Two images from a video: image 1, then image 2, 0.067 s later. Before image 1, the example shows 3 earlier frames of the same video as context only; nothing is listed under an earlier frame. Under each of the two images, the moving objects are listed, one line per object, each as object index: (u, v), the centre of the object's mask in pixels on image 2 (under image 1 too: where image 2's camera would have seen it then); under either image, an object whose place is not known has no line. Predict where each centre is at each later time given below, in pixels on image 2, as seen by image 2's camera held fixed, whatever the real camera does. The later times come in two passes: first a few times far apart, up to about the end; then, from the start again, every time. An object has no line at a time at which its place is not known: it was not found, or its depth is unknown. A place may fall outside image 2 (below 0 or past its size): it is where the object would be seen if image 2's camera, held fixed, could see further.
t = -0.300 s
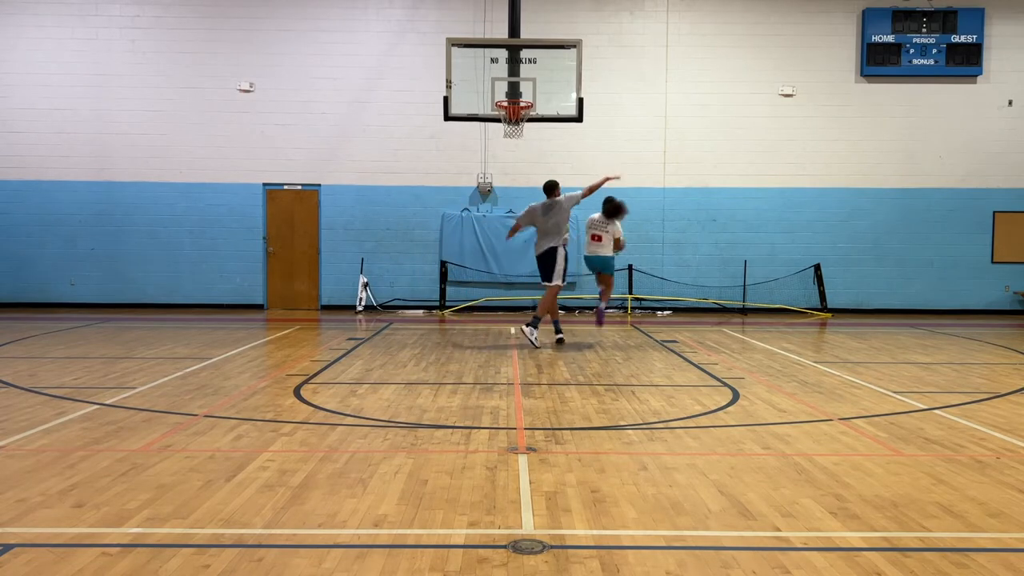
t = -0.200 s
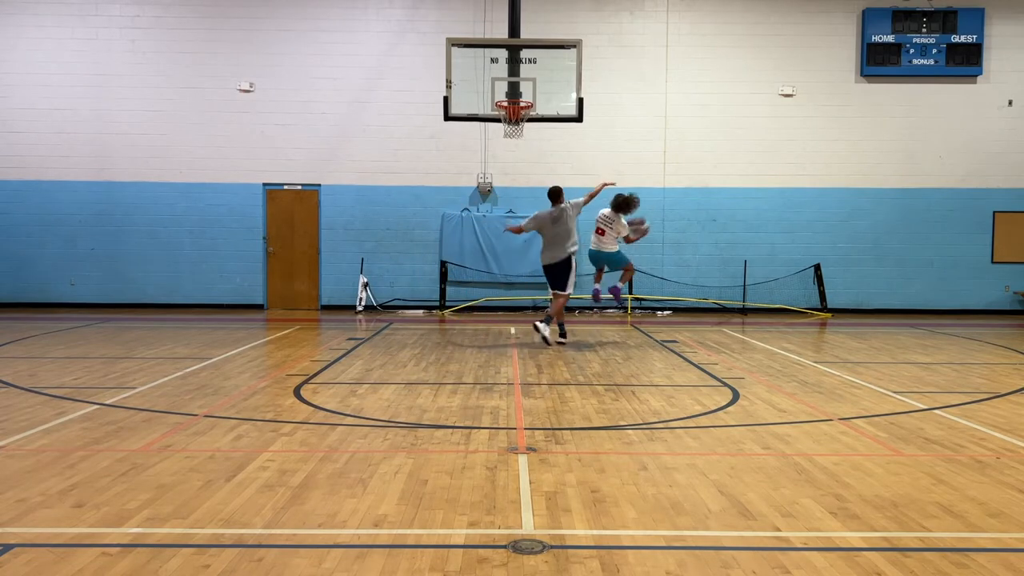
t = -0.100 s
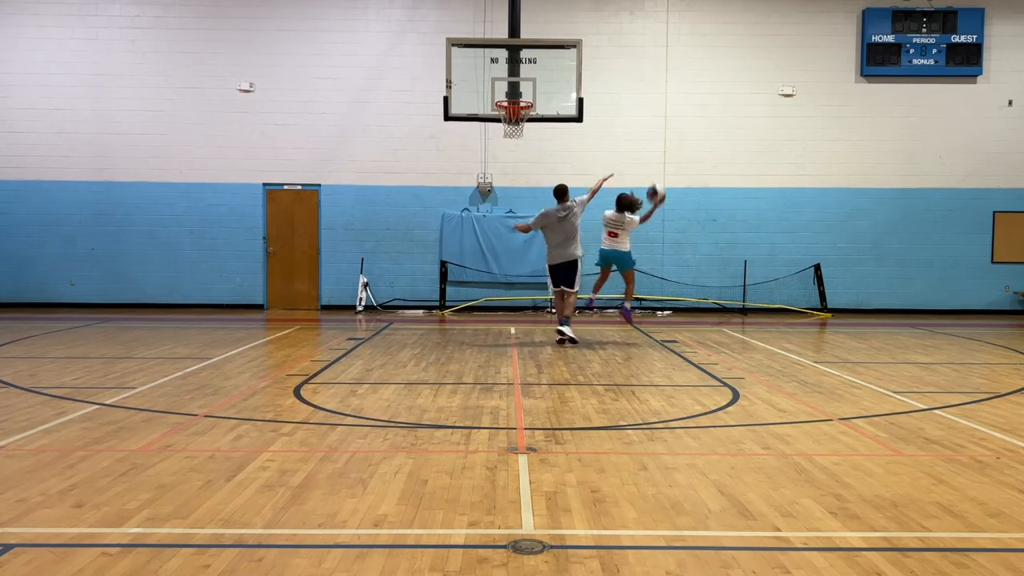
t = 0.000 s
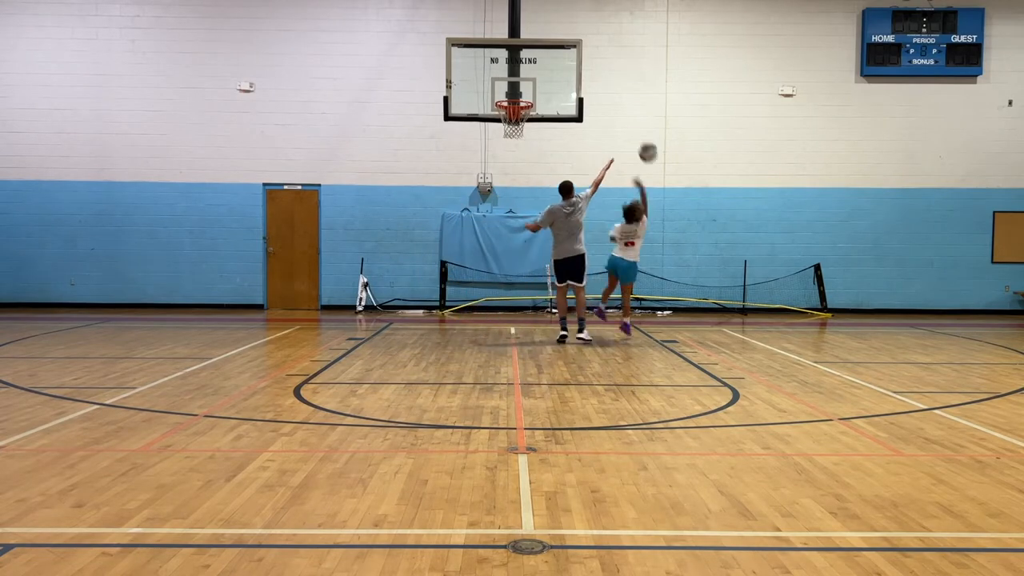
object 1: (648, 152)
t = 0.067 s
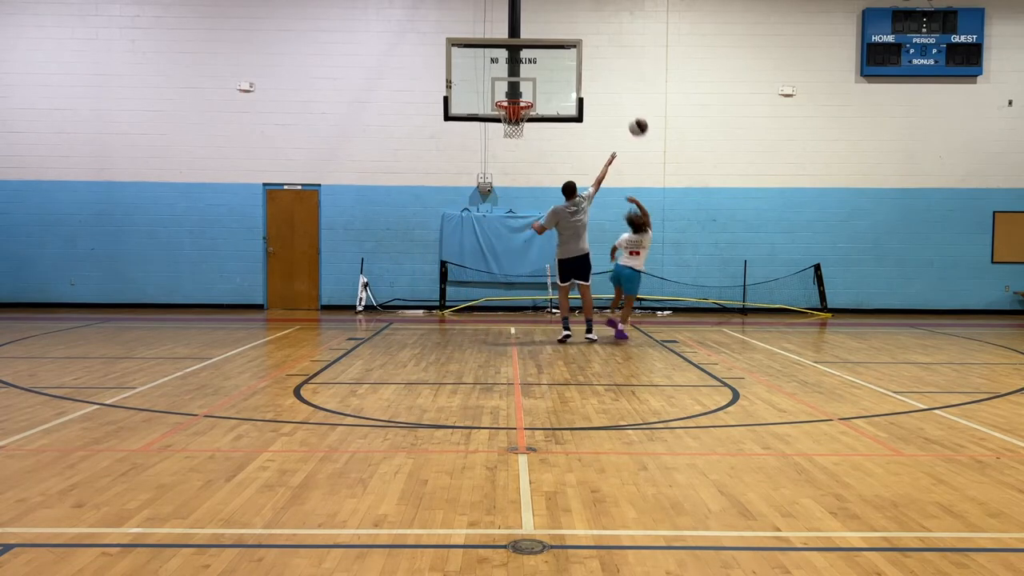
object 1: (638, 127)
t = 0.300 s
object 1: (603, 67)
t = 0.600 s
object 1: (560, 55)
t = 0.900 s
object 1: (519, 96)
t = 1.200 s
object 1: (498, 124)
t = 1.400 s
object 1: (500, 154)
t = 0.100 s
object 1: (633, 116)
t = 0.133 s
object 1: (628, 107)
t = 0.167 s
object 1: (623, 97)
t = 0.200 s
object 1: (618, 88)
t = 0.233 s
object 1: (613, 80)
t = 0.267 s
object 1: (608, 73)
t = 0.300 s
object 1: (603, 67)
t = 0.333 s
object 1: (599, 63)
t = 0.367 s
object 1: (594, 58)
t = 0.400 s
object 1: (590, 56)
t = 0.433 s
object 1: (584, 53)
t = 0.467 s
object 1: (579, 52)
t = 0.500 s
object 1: (575, 51)
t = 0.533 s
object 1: (570, 51)
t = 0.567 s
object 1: (566, 53)
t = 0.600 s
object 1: (560, 55)
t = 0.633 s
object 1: (556, 57)
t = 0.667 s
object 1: (551, 61)
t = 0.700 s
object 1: (547, 66)
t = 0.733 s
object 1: (542, 72)
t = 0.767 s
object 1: (537, 77)
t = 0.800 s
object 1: (533, 84)
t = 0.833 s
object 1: (528, 91)
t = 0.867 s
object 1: (524, 95)
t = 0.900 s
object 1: (519, 96)
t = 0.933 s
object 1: (513, 107)
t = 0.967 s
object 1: (510, 110)
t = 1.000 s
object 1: (503, 117)
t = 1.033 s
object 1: (499, 120)
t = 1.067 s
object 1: (498, 121)
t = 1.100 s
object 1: (497, 121)
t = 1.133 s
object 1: (496, 122)
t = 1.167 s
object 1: (497, 122)
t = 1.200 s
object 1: (498, 124)
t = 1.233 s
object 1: (498, 127)
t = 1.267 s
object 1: (499, 131)
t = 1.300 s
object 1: (498, 137)
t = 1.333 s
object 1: (499, 141)
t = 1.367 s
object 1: (499, 148)
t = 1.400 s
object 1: (500, 154)
